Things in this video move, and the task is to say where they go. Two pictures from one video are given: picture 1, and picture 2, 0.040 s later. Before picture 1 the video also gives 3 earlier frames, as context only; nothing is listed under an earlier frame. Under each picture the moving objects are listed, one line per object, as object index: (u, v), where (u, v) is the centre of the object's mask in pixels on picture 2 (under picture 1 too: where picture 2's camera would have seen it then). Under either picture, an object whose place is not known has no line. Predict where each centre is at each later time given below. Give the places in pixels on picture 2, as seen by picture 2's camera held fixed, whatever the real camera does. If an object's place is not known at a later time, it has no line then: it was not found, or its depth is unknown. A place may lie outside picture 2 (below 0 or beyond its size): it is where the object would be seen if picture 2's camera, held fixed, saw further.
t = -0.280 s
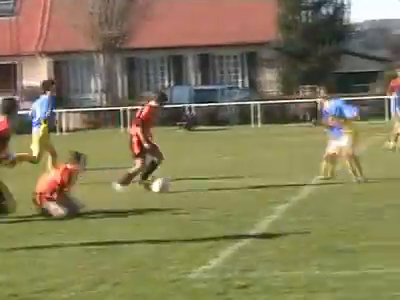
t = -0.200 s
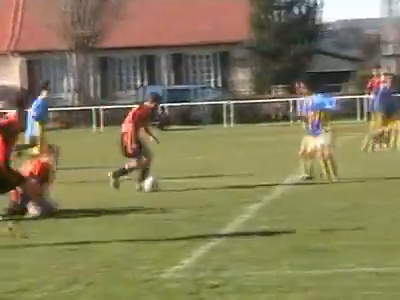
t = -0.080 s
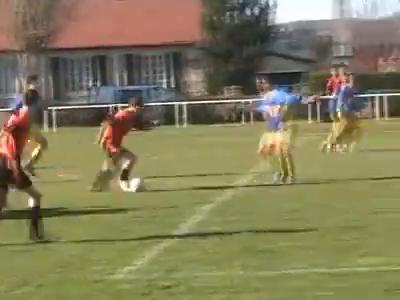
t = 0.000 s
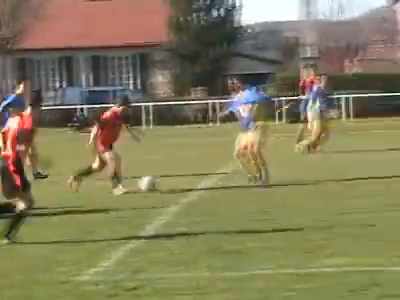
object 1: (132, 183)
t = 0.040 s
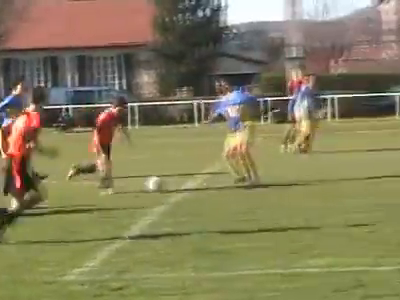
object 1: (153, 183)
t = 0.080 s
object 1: (178, 184)
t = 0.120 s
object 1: (199, 186)
